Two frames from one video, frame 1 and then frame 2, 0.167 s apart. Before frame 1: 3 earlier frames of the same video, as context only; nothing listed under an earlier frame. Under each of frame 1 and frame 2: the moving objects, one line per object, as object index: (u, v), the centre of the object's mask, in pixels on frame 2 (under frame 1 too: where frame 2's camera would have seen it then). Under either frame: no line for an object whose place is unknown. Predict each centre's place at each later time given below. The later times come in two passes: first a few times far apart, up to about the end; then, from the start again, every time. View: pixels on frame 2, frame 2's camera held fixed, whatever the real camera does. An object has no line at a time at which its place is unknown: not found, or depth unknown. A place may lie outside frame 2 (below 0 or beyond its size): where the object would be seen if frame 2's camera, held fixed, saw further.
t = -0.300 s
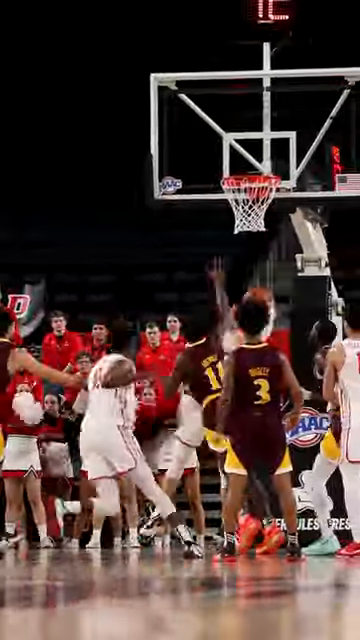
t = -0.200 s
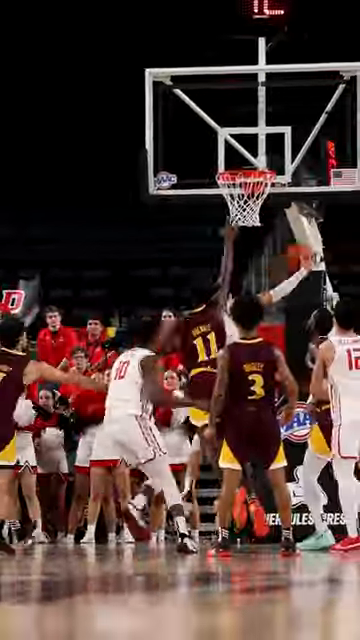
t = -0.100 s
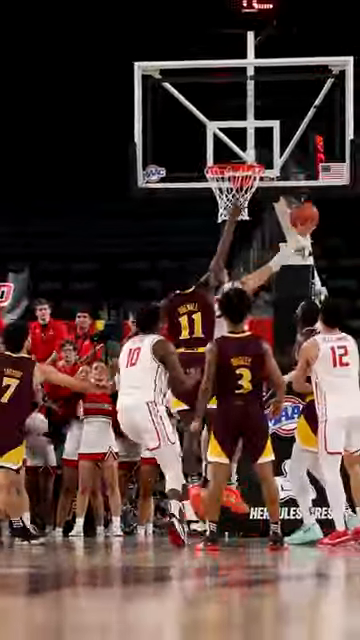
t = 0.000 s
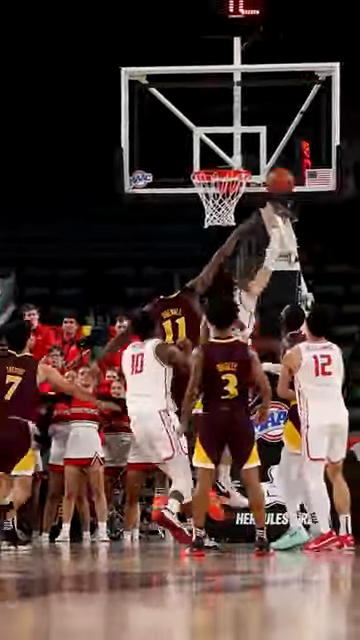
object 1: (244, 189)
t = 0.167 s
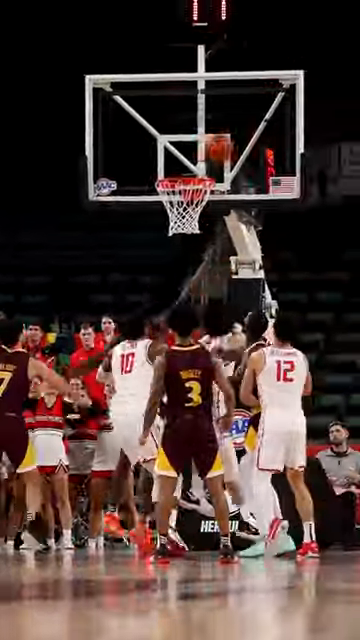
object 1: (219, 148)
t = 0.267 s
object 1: (203, 147)
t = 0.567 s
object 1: (192, 201)
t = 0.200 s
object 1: (214, 146)
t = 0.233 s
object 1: (208, 146)
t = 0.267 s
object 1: (203, 147)
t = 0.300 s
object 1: (197, 149)
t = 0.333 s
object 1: (191, 153)
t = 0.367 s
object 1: (186, 158)
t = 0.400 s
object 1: (180, 164)
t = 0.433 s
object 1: (175, 170)
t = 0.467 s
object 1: (170, 177)
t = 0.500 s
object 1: (173, 178)
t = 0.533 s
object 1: (179, 197)
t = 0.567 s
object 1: (192, 201)
